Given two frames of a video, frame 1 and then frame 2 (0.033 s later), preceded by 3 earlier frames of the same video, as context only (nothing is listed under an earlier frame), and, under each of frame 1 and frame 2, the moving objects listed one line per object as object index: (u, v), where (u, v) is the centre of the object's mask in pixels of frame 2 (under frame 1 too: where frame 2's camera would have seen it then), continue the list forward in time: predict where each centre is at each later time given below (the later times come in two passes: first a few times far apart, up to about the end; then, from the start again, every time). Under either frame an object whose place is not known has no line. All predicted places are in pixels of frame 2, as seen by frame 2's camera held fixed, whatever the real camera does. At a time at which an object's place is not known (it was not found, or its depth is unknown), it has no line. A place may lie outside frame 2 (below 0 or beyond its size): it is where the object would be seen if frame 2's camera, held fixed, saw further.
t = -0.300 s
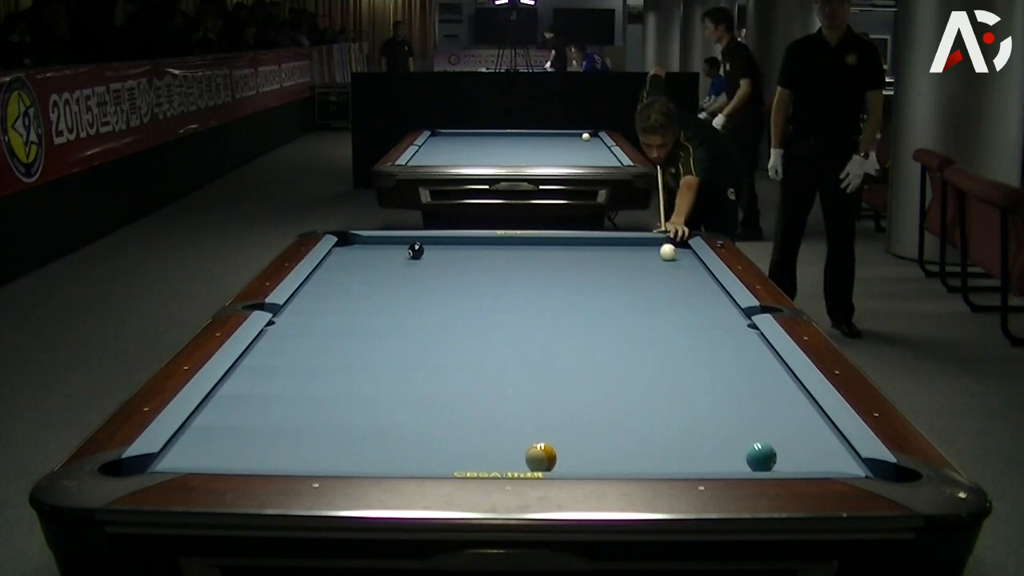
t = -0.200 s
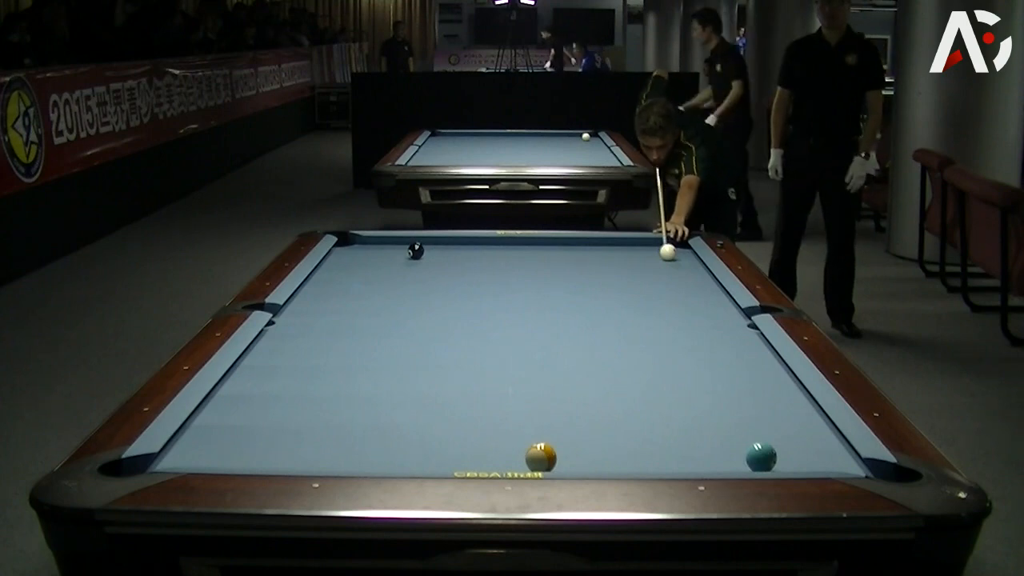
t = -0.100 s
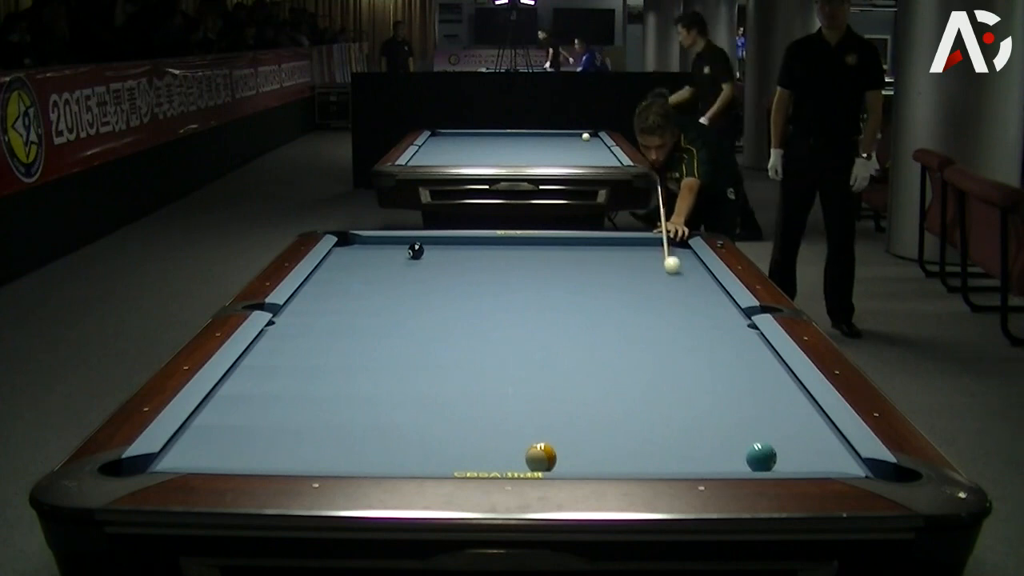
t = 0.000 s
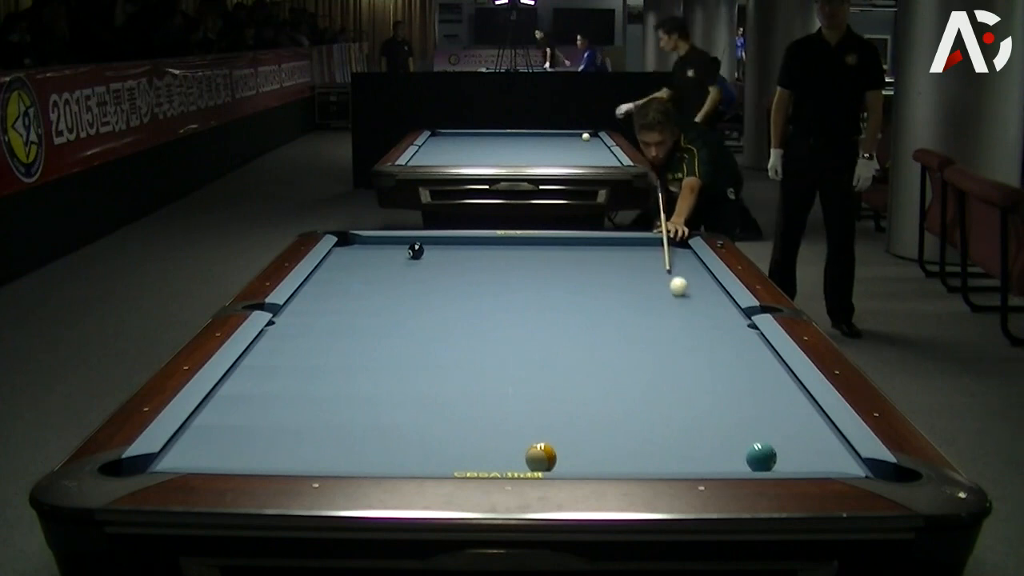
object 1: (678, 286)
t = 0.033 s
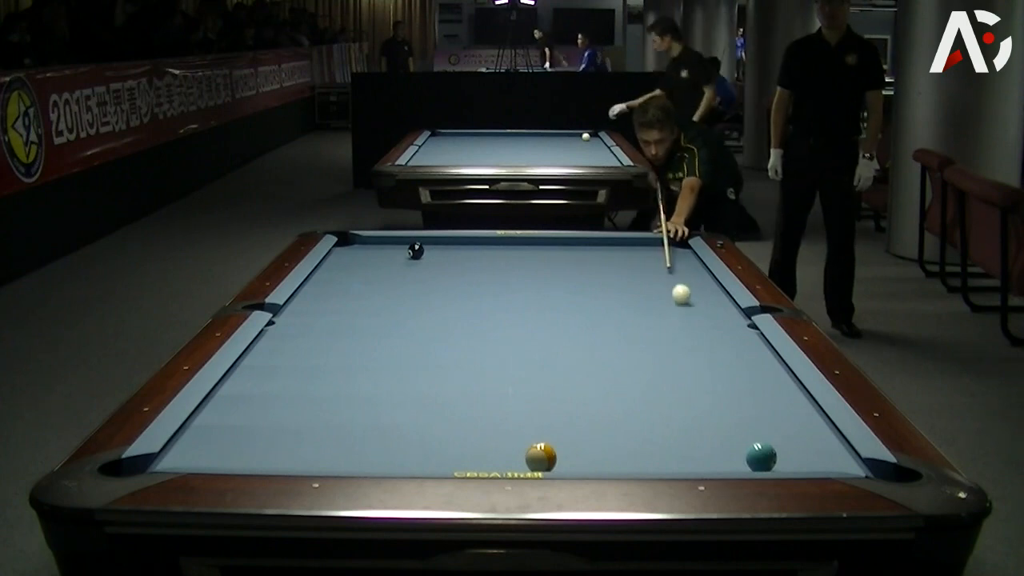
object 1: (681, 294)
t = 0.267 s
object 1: (700, 357)
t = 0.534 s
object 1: (728, 455)
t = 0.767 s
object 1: (667, 427)
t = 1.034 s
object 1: (601, 385)
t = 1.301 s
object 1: (548, 351)
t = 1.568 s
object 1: (505, 323)
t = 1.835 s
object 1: (469, 300)
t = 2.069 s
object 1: (443, 283)
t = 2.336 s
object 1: (417, 266)
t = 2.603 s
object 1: (395, 252)
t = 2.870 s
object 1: (375, 240)
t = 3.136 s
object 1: (358, 245)
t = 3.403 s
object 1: (341, 251)
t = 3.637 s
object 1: (337, 256)
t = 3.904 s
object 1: (339, 260)
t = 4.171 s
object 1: (342, 266)
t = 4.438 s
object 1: (343, 271)
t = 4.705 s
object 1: (346, 276)
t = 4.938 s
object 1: (347, 280)
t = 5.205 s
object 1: (349, 284)
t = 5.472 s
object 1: (351, 289)
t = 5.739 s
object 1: (352, 293)
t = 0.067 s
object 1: (683, 302)
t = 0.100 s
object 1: (686, 310)
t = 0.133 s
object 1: (688, 319)
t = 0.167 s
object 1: (691, 328)
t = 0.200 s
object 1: (694, 337)
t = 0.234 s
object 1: (697, 347)
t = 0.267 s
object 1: (700, 357)
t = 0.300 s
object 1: (703, 368)
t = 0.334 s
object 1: (706, 379)
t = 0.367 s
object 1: (709, 391)
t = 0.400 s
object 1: (713, 403)
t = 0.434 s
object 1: (717, 415)
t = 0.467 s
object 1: (720, 428)
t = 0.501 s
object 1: (724, 442)
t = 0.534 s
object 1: (728, 455)
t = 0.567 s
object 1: (731, 463)
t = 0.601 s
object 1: (723, 461)
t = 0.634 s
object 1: (710, 456)
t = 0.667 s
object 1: (699, 449)
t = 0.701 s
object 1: (688, 442)
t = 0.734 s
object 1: (678, 434)
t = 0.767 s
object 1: (667, 427)
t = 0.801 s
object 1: (658, 421)
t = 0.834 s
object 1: (649, 416)
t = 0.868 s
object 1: (641, 410)
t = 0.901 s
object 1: (632, 405)
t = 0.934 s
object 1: (624, 400)
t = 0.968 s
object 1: (616, 394)
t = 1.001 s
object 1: (608, 390)
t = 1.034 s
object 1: (601, 385)
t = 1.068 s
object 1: (594, 380)
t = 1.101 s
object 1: (586, 376)
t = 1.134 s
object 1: (579, 371)
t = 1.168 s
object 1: (573, 367)
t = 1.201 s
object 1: (566, 362)
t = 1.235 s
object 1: (560, 358)
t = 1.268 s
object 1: (554, 354)
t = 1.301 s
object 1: (548, 351)
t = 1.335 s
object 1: (542, 347)
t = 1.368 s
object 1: (536, 343)
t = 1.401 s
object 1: (531, 340)
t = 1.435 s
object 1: (525, 336)
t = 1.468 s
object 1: (520, 332)
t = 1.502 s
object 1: (515, 329)
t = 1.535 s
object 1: (509, 326)
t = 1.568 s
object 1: (505, 323)
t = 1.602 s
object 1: (499, 320)
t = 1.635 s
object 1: (495, 317)
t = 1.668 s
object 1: (490, 314)
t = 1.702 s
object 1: (486, 311)
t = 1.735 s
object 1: (481, 308)
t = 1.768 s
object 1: (477, 306)
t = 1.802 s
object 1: (473, 303)
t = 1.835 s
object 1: (469, 300)
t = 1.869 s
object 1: (465, 298)
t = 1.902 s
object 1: (461, 295)
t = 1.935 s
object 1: (457, 292)
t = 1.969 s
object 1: (454, 290)
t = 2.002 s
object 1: (450, 288)
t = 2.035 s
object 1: (446, 285)
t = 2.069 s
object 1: (443, 283)
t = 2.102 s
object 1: (439, 281)
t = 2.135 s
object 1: (436, 279)
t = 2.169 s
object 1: (432, 276)
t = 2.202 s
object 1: (429, 274)
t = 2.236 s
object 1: (426, 272)
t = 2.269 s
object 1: (423, 270)
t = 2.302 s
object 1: (420, 268)
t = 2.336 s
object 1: (417, 266)
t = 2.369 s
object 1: (414, 264)
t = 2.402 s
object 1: (411, 262)
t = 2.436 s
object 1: (408, 260)
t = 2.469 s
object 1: (405, 259)
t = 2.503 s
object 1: (403, 257)
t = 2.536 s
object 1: (400, 255)
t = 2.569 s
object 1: (397, 254)
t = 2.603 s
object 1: (395, 252)
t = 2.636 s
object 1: (392, 250)
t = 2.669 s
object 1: (390, 248)
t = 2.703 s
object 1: (387, 247)
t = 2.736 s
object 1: (385, 245)
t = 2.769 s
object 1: (382, 244)
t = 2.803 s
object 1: (380, 243)
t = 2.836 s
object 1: (377, 241)
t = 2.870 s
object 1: (375, 240)
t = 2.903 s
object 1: (373, 239)
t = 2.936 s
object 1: (370, 240)
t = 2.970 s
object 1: (368, 241)
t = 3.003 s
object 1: (366, 242)
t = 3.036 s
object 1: (364, 243)
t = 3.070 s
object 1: (362, 243)
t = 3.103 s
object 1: (360, 244)
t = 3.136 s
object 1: (358, 245)
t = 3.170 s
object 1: (356, 245)
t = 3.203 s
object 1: (354, 246)
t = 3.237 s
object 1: (351, 247)
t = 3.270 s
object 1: (349, 247)
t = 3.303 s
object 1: (348, 248)
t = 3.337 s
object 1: (345, 249)
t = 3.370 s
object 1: (343, 250)
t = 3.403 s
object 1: (341, 251)
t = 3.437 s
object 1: (339, 251)
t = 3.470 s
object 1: (337, 252)
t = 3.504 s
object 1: (336, 253)
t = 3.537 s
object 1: (337, 253)
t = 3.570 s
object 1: (337, 254)
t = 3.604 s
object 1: (337, 255)
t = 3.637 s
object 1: (337, 256)
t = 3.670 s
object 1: (337, 256)
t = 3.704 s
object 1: (337, 257)
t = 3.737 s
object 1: (338, 257)
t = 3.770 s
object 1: (338, 258)
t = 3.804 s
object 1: (338, 259)
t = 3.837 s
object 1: (339, 259)
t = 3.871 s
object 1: (339, 260)
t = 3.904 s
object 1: (339, 260)
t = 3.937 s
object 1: (340, 261)
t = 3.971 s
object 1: (340, 262)
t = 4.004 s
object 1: (340, 262)
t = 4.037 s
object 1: (340, 263)
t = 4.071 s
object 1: (341, 264)
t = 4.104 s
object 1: (341, 264)
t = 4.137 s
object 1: (341, 265)
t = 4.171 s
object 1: (342, 266)
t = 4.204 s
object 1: (342, 266)
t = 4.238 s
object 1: (342, 267)
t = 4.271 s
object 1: (342, 267)
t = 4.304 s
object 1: (342, 268)
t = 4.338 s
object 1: (342, 269)
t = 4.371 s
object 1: (343, 270)
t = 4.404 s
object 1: (343, 270)
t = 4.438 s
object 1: (343, 271)
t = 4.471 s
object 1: (344, 271)
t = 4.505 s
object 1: (344, 272)
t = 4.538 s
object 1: (344, 273)
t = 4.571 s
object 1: (345, 273)
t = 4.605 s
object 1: (344, 274)
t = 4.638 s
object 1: (345, 274)
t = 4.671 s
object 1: (345, 275)
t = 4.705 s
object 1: (346, 276)
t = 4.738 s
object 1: (346, 276)
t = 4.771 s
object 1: (346, 277)
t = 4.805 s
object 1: (346, 277)
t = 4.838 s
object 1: (347, 278)
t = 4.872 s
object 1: (346, 279)
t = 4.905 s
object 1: (347, 279)
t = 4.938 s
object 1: (347, 280)
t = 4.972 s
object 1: (347, 280)
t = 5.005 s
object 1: (348, 280)
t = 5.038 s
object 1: (348, 281)
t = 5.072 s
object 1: (348, 282)
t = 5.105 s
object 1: (348, 283)
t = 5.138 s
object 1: (348, 283)
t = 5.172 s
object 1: (349, 284)
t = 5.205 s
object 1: (349, 284)
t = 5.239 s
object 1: (349, 285)
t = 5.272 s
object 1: (349, 285)
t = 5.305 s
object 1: (350, 286)
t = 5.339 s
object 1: (349, 287)
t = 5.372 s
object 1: (350, 287)
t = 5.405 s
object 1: (350, 288)
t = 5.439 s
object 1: (350, 288)
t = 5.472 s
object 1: (351, 289)
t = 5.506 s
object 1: (351, 290)
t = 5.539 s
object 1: (351, 290)
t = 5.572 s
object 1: (351, 291)
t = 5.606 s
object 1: (351, 291)
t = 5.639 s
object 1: (351, 292)
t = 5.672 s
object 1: (351, 292)
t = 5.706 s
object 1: (352, 293)
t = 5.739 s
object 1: (352, 293)
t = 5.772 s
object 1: (352, 294)
